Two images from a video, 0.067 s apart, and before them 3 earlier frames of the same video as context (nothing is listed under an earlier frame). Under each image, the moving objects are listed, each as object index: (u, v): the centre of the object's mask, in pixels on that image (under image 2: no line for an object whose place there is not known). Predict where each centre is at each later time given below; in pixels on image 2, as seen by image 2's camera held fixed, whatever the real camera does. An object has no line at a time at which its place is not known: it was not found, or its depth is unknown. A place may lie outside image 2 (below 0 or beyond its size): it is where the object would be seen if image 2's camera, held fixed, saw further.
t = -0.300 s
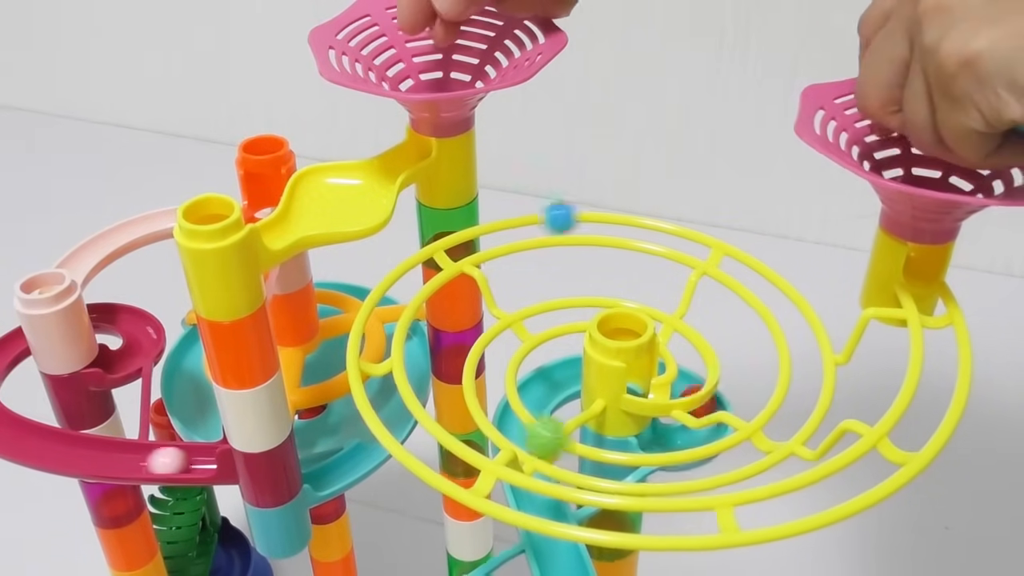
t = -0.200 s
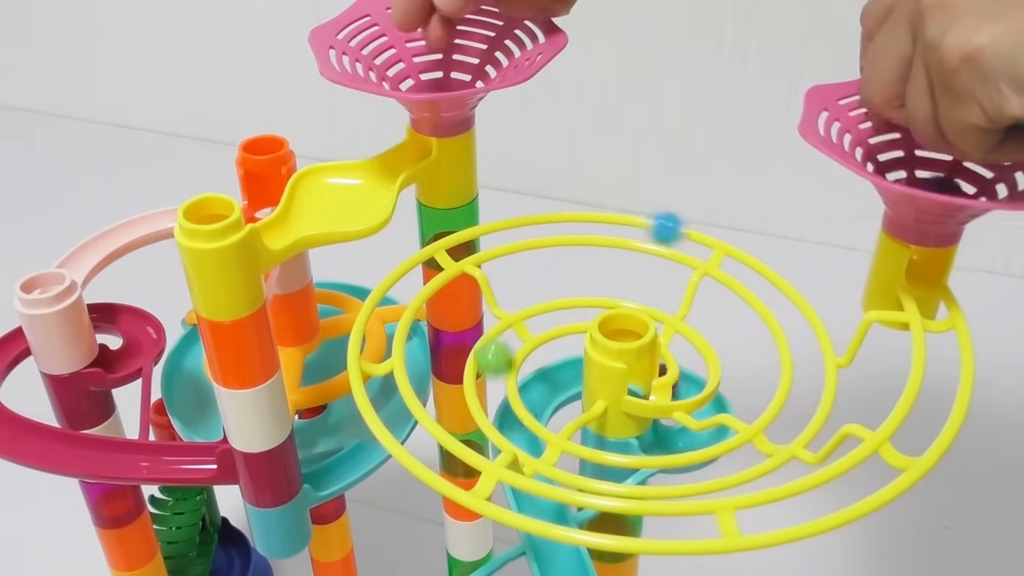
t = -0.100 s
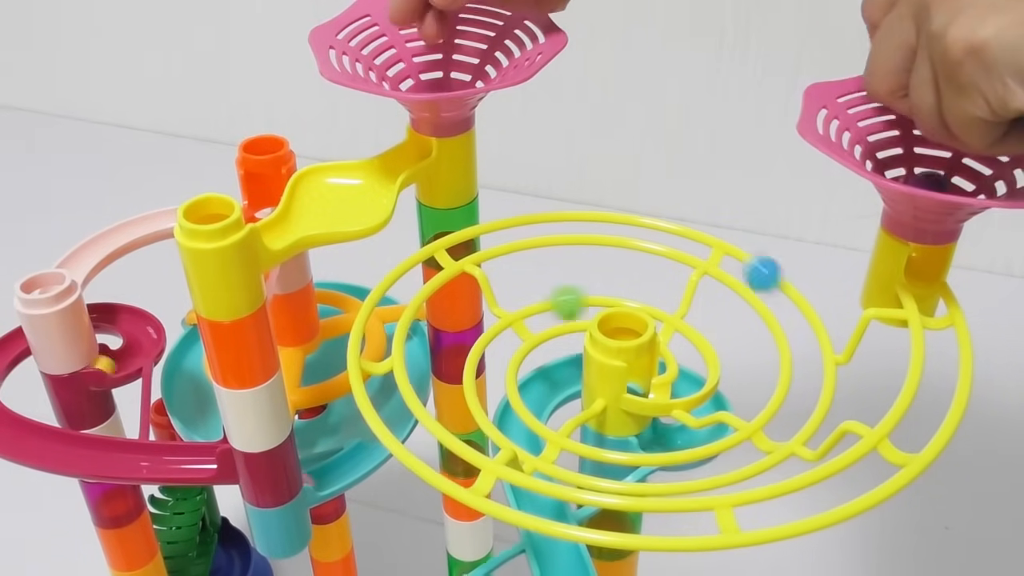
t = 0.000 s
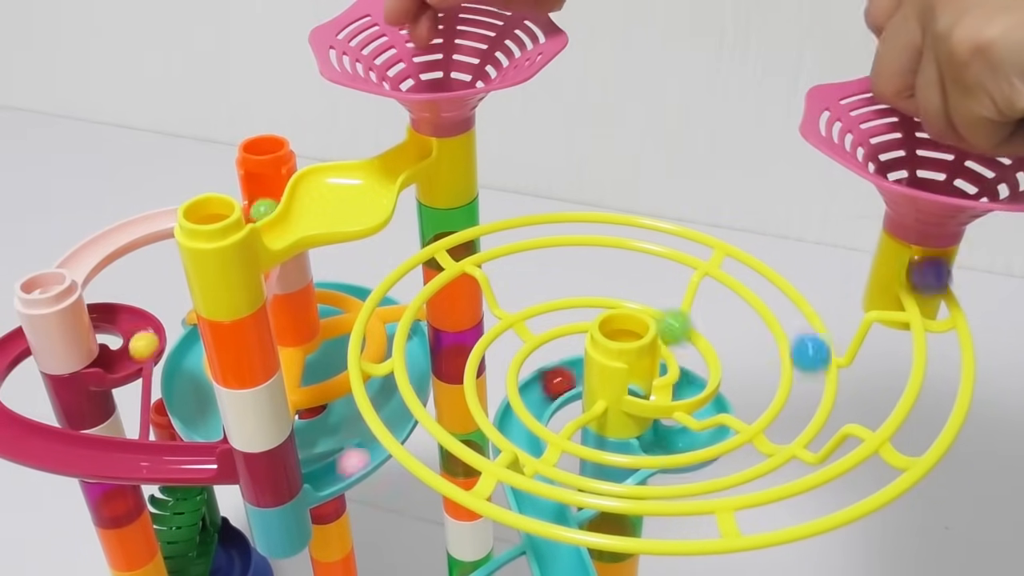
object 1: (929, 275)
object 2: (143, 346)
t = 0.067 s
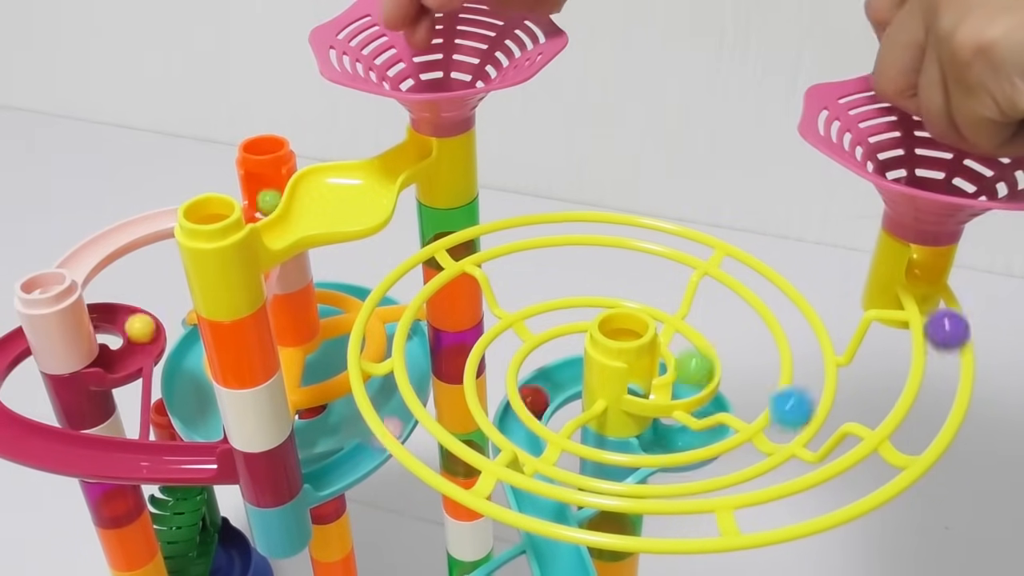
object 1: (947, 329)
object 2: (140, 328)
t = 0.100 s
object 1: (947, 352)
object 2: (131, 322)
